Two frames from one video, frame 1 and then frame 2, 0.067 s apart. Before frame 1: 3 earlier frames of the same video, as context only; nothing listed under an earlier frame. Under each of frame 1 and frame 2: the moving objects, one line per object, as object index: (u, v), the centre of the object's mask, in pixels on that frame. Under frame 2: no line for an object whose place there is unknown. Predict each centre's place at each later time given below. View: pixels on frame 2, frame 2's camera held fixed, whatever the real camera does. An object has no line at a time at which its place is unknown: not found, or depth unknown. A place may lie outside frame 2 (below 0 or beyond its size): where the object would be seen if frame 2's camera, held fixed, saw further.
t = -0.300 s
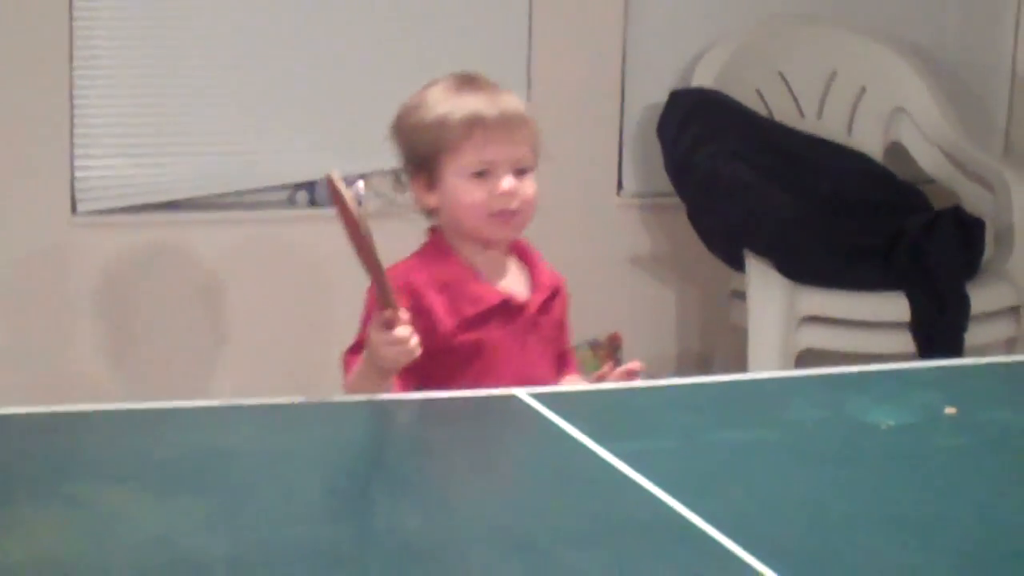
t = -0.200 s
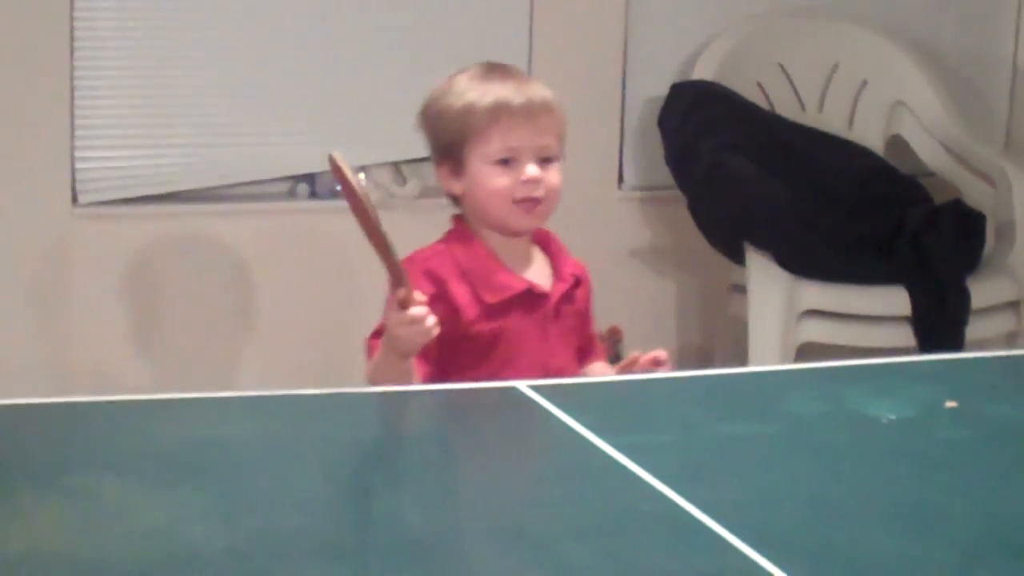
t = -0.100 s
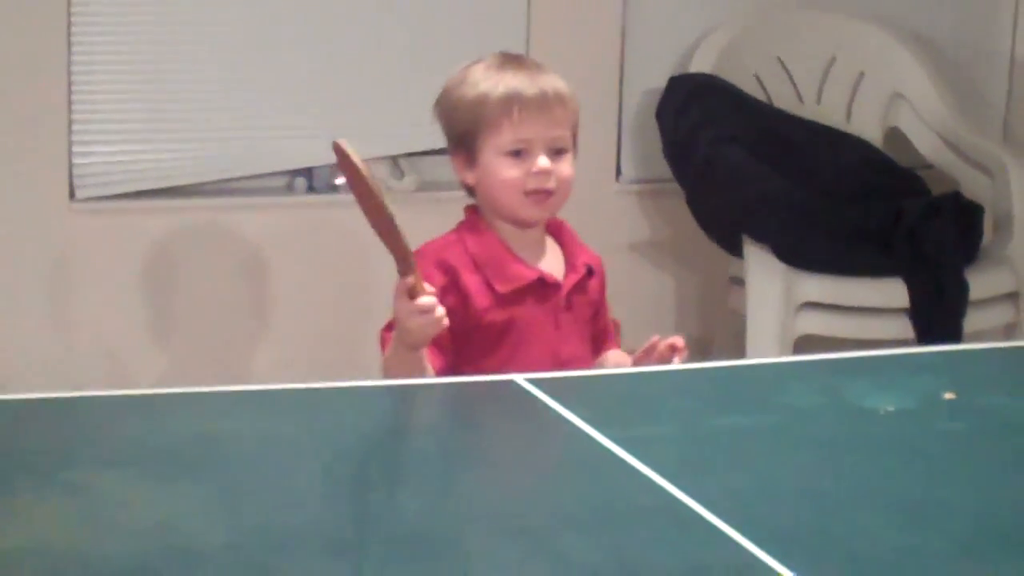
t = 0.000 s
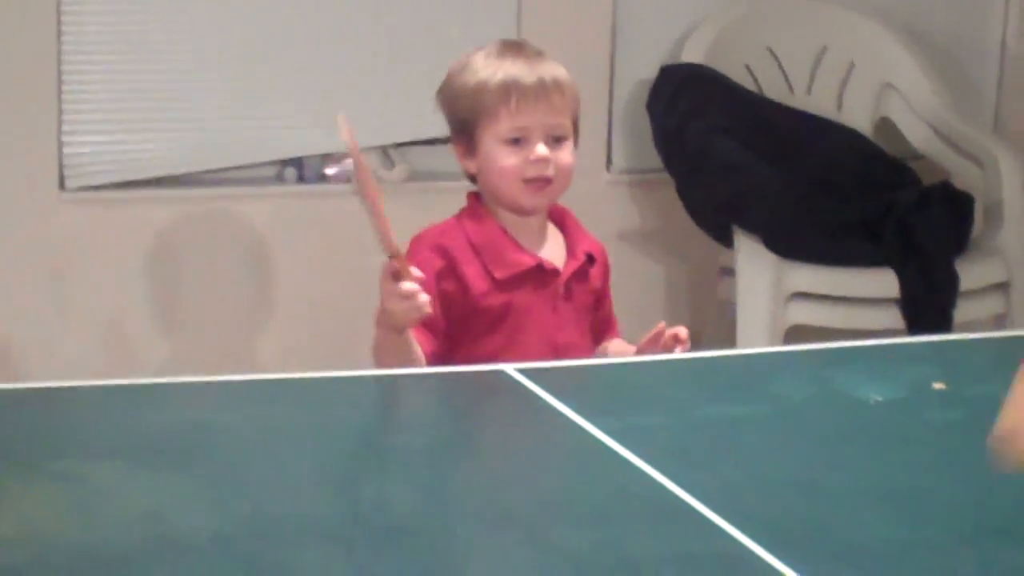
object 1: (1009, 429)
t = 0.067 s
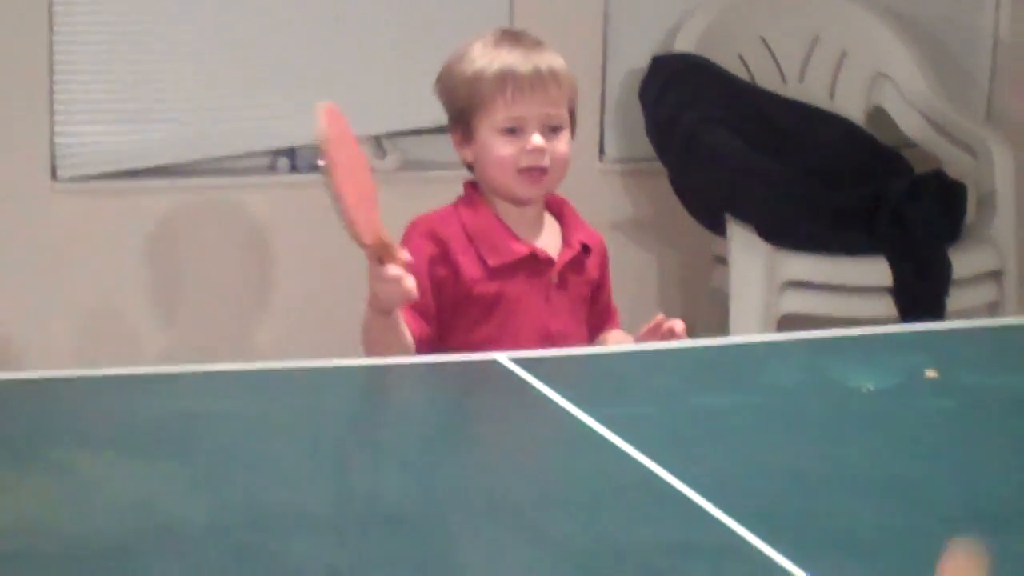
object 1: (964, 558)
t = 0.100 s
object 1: (916, 556)
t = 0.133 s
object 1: (906, 489)
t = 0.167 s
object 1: (890, 385)
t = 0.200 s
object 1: (867, 290)
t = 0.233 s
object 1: (846, 213)
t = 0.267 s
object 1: (827, 162)
